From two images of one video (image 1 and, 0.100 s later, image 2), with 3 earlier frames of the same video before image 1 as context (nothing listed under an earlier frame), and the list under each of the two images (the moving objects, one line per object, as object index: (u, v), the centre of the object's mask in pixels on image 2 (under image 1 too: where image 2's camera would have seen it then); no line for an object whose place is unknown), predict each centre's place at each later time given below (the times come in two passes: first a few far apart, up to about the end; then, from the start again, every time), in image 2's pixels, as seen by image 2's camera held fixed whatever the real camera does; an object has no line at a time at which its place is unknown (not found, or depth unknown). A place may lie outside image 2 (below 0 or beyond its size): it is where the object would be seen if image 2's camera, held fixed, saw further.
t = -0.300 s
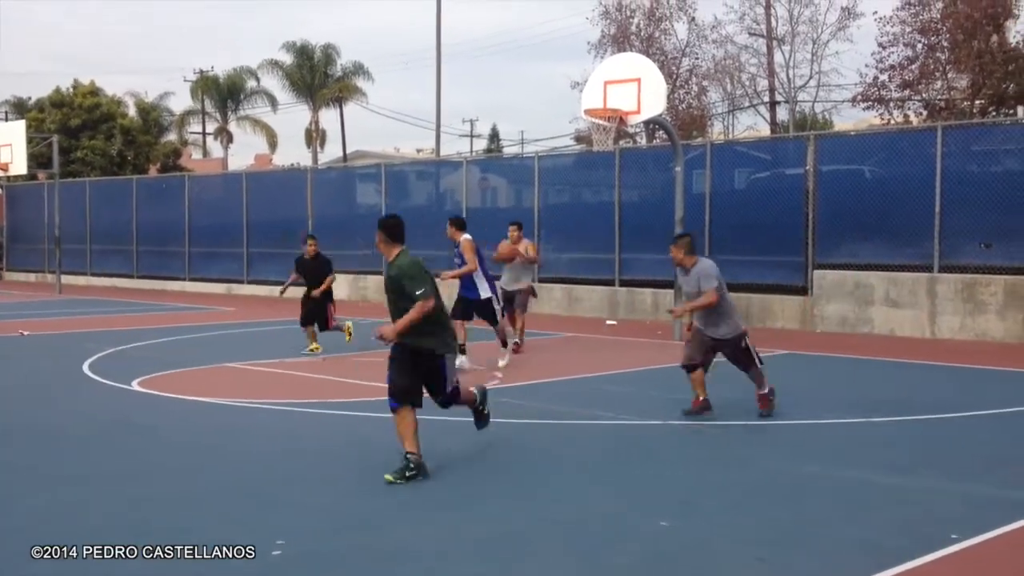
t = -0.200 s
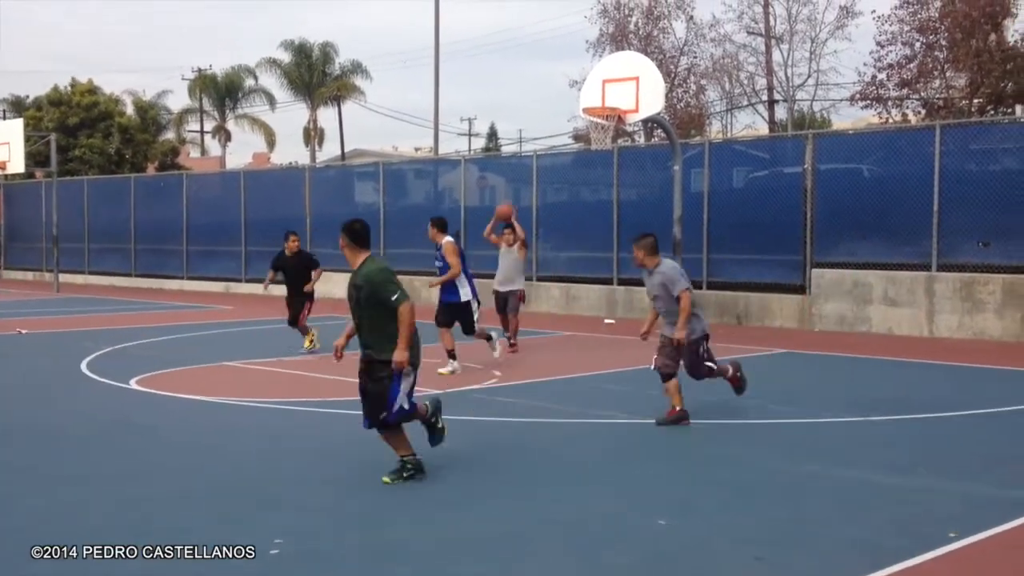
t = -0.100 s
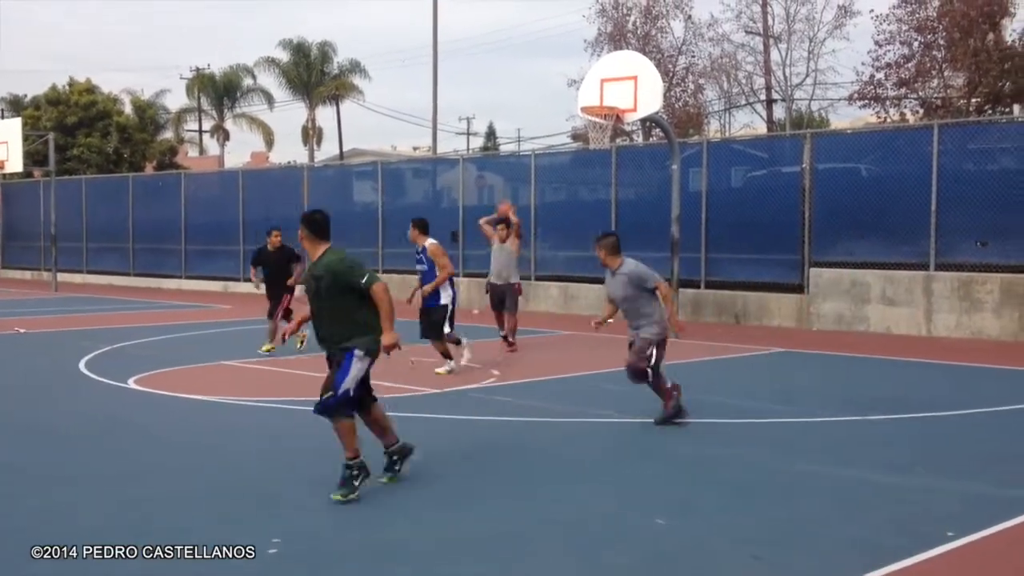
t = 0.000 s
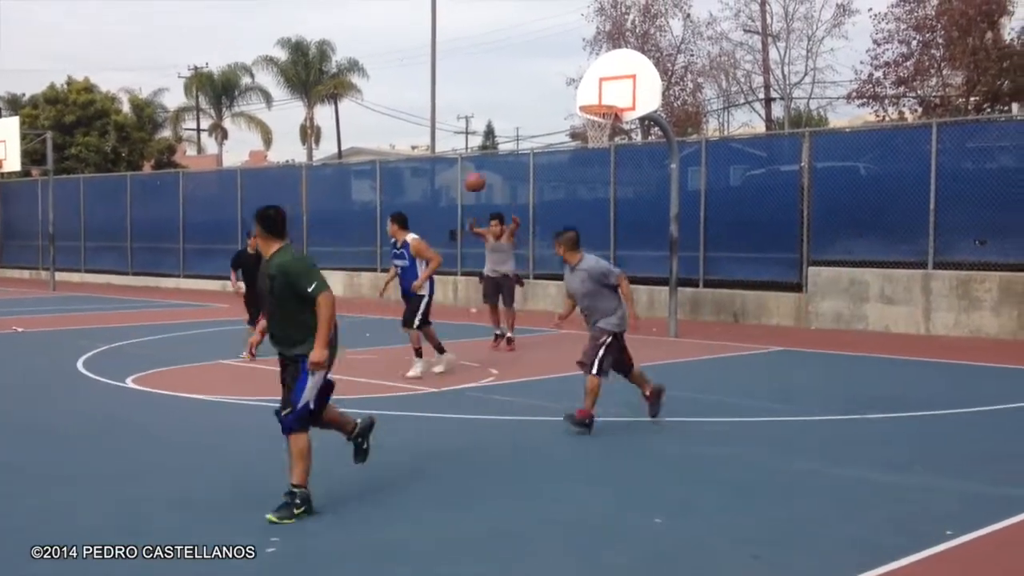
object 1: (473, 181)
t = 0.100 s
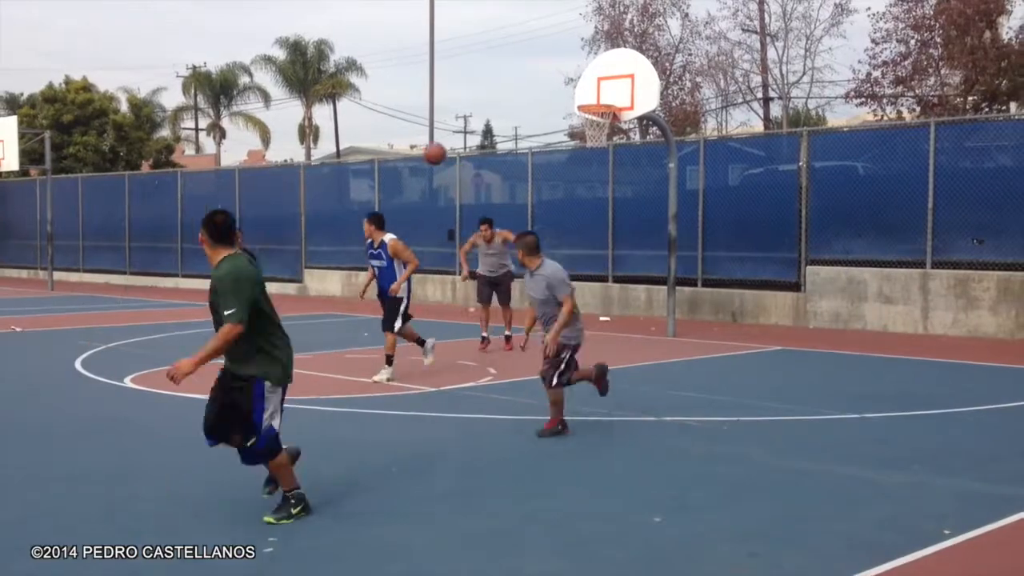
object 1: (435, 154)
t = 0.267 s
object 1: (357, 119)
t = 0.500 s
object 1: (202, 115)
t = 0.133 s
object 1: (420, 145)
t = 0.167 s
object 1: (406, 137)
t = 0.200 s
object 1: (390, 131)
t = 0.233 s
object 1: (374, 125)
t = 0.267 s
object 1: (357, 119)
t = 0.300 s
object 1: (339, 115)
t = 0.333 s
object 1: (321, 111)
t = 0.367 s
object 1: (300, 109)
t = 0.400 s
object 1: (278, 108)
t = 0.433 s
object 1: (255, 109)
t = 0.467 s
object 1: (230, 112)
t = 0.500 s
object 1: (202, 115)
